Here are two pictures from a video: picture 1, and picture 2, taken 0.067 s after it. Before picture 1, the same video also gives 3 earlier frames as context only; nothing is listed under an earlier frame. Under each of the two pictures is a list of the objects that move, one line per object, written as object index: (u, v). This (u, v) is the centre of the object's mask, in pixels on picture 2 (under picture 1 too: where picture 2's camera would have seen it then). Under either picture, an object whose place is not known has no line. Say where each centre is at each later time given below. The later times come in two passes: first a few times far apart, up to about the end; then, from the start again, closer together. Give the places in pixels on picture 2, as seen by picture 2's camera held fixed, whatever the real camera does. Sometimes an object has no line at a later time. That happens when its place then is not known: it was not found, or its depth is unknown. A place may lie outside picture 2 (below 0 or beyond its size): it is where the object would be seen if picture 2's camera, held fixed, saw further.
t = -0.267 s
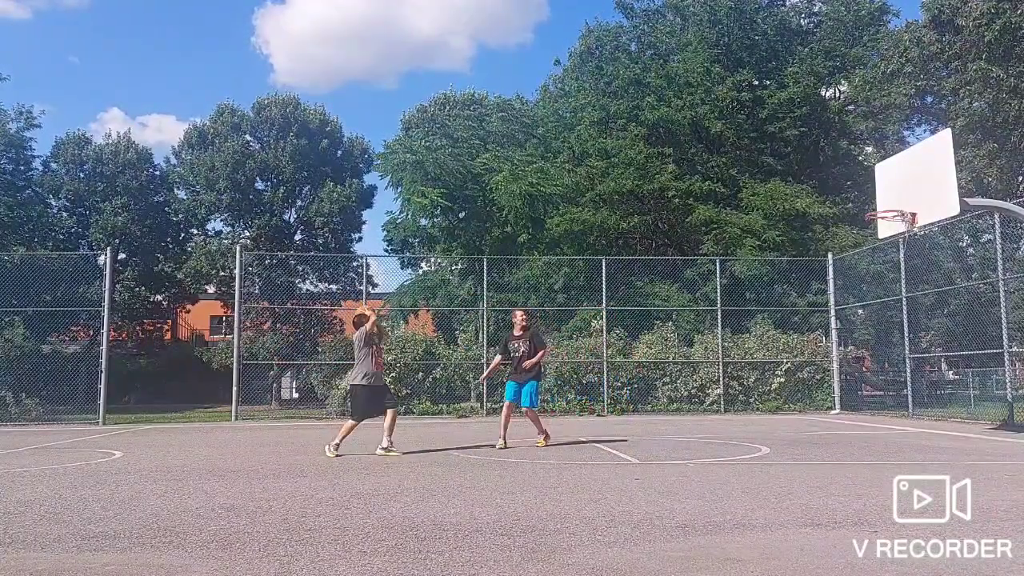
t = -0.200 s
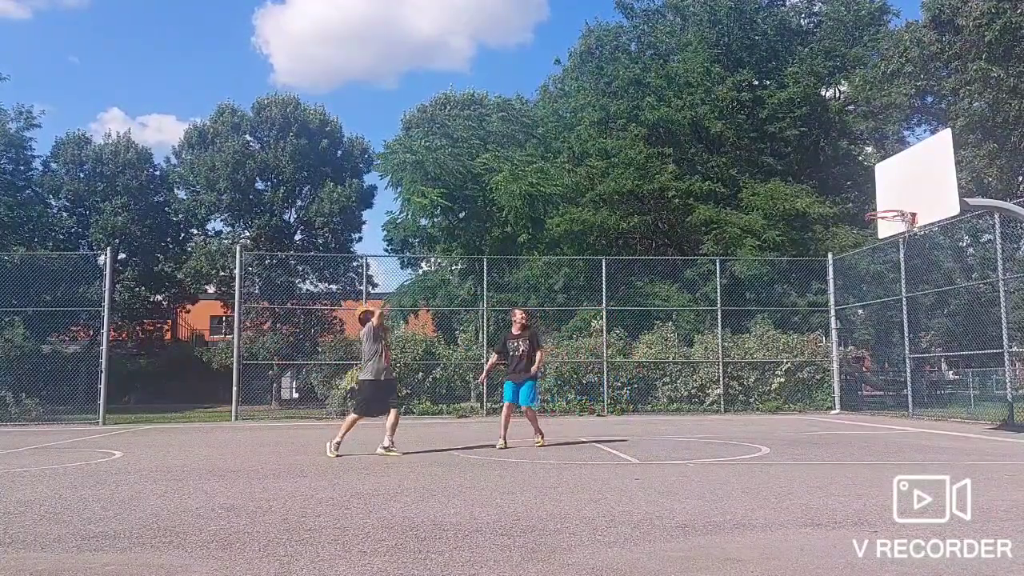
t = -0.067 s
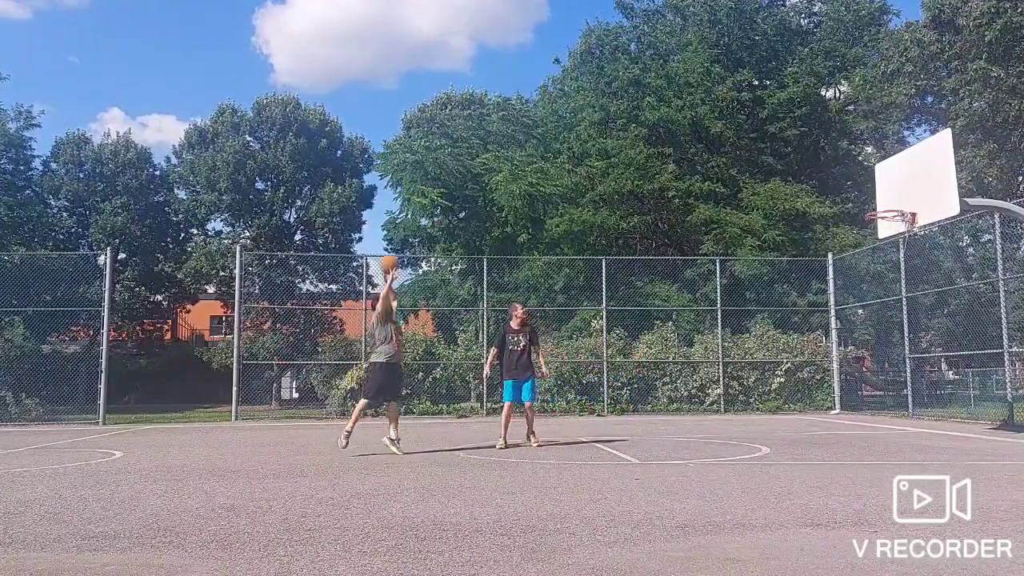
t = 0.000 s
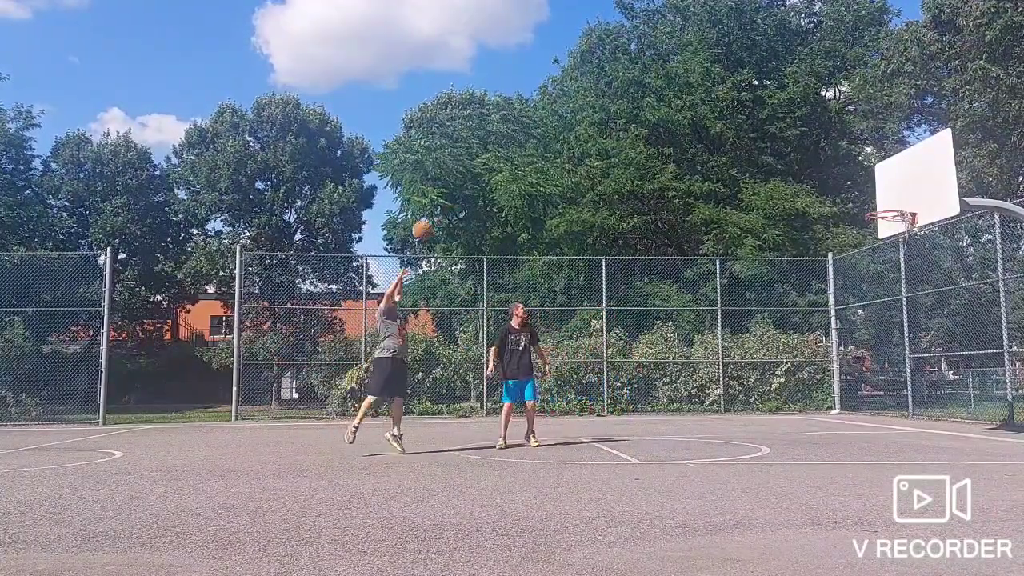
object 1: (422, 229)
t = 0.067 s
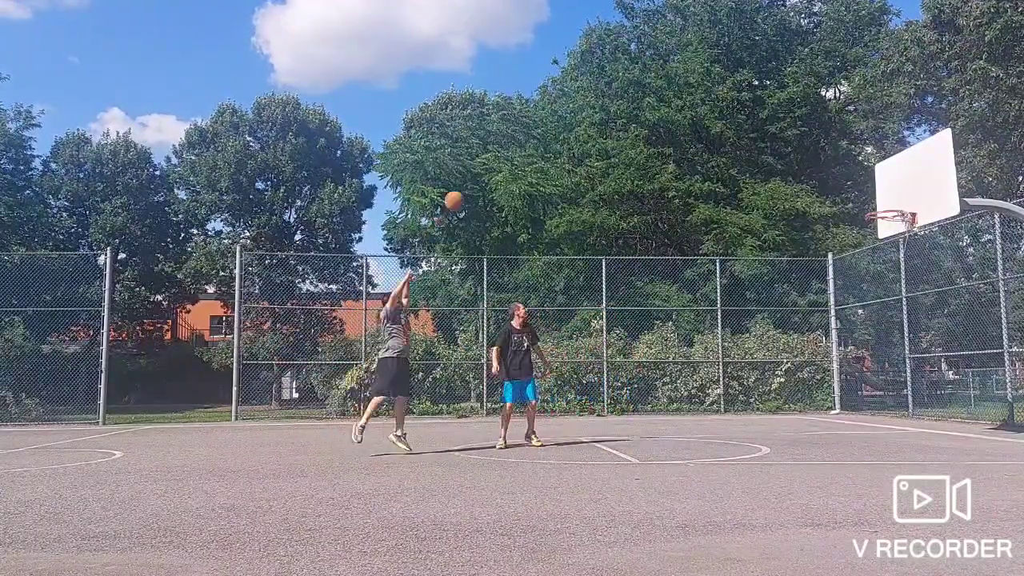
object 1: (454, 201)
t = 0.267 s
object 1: (545, 134)
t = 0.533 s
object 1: (660, 98)
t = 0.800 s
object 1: (770, 114)
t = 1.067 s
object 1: (877, 181)
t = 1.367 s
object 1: (803, 213)
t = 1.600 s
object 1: (726, 249)
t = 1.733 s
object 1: (688, 286)
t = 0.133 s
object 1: (484, 175)
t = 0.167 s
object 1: (501, 163)
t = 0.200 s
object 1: (515, 153)
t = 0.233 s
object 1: (530, 143)
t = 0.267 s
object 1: (545, 134)
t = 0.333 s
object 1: (574, 119)
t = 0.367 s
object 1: (589, 114)
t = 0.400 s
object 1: (605, 110)
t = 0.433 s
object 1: (617, 105)
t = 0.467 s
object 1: (632, 104)
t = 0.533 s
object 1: (660, 98)
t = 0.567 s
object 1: (674, 97)
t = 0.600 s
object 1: (688, 98)
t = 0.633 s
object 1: (702, 98)
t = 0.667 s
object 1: (715, 100)
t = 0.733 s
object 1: (743, 106)
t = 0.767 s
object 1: (757, 110)
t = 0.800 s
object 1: (770, 114)
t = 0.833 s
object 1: (783, 119)
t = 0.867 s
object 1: (797, 126)
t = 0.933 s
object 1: (824, 142)
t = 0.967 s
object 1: (837, 151)
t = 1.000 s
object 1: (851, 160)
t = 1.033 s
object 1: (864, 170)
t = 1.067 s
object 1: (877, 181)
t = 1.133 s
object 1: (887, 202)
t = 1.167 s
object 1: (874, 210)
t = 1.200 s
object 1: (863, 209)
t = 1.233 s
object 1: (850, 208)
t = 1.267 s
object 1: (838, 208)
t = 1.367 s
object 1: (803, 213)
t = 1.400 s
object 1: (791, 216)
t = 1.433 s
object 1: (780, 219)
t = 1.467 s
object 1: (769, 223)
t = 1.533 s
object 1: (748, 235)
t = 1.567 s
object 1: (737, 241)
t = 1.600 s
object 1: (726, 249)
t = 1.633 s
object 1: (717, 257)
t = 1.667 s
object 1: (707, 266)
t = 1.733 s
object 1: (688, 286)
